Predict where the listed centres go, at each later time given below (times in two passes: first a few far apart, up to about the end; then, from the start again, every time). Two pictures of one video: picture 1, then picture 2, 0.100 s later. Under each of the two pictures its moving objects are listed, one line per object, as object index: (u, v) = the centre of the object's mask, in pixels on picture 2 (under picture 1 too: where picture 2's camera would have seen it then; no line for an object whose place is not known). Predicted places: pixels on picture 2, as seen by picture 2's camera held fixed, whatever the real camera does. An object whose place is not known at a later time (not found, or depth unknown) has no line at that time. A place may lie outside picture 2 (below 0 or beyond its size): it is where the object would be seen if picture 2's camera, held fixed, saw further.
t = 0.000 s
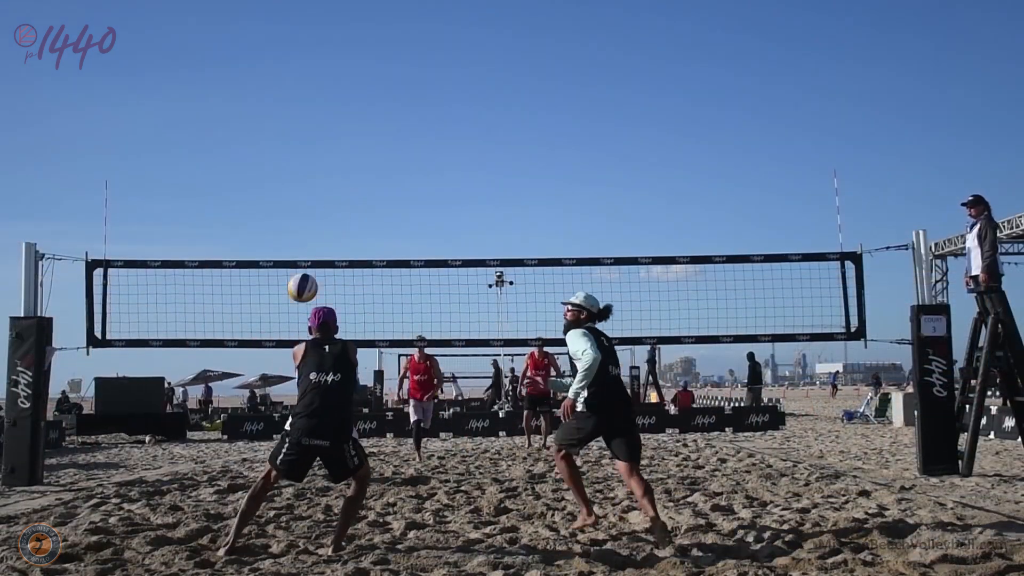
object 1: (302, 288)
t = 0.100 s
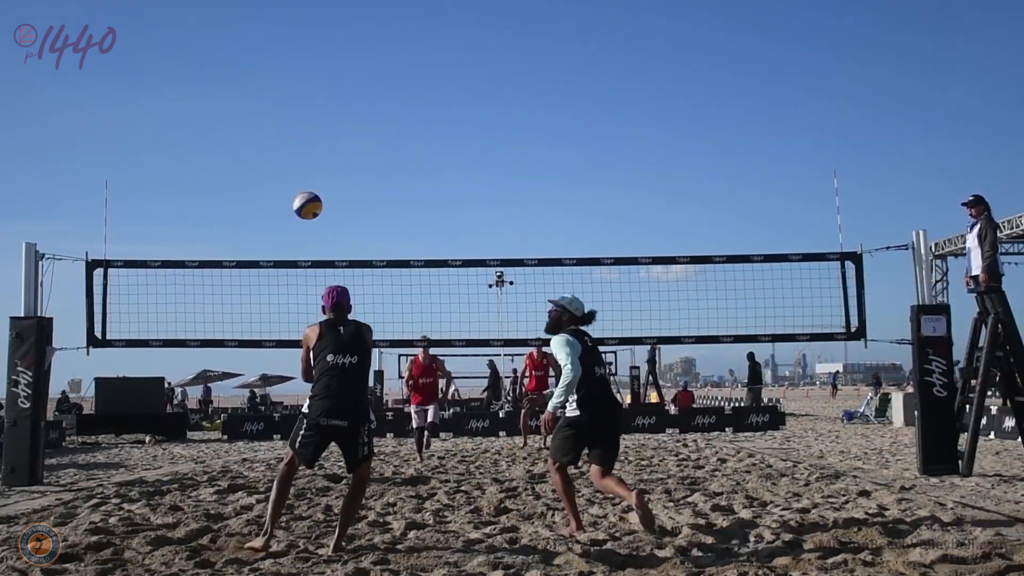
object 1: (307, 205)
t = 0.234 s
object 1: (316, 124)
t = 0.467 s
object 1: (334, 46)
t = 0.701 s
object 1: (353, 36)
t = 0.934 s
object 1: (375, 80)
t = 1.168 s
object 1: (401, 172)
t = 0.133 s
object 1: (309, 182)
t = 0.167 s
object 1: (311, 161)
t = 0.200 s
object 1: (313, 142)
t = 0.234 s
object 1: (316, 124)
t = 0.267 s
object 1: (318, 108)
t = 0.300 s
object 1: (321, 93)
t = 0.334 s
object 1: (323, 80)
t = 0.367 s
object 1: (326, 69)
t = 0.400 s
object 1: (328, 60)
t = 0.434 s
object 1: (331, 52)
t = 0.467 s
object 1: (334, 46)
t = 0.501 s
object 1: (336, 40)
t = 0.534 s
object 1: (339, 37)
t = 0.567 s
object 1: (342, 34)
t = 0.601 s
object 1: (345, 32)
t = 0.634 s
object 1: (347, 32)
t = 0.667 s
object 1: (350, 34)
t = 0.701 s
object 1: (353, 36)
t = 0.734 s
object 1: (356, 39)
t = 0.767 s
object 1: (360, 43)
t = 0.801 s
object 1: (363, 49)
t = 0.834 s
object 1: (366, 55)
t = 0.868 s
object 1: (369, 62)
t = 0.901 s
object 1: (372, 71)
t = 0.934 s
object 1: (375, 80)
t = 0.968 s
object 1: (379, 91)
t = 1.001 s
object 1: (383, 102)
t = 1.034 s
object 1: (386, 114)
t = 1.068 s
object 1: (390, 127)
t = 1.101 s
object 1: (394, 141)
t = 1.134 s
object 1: (397, 156)
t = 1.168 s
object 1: (401, 172)
